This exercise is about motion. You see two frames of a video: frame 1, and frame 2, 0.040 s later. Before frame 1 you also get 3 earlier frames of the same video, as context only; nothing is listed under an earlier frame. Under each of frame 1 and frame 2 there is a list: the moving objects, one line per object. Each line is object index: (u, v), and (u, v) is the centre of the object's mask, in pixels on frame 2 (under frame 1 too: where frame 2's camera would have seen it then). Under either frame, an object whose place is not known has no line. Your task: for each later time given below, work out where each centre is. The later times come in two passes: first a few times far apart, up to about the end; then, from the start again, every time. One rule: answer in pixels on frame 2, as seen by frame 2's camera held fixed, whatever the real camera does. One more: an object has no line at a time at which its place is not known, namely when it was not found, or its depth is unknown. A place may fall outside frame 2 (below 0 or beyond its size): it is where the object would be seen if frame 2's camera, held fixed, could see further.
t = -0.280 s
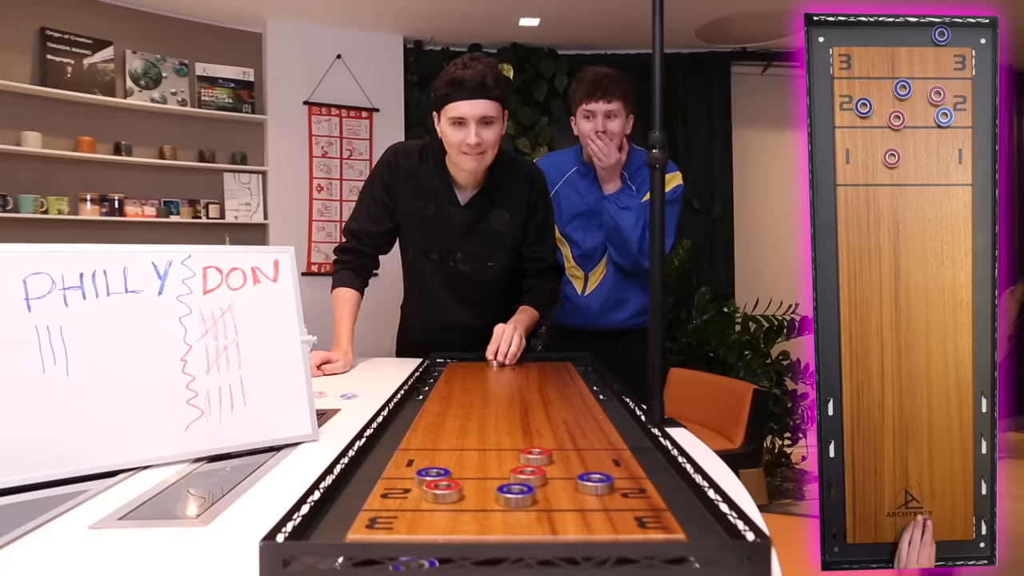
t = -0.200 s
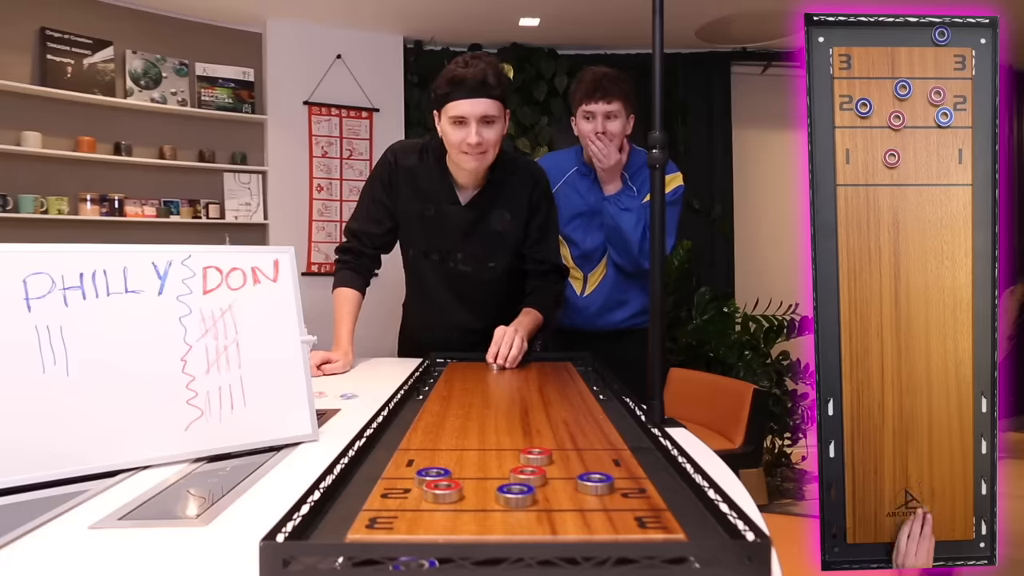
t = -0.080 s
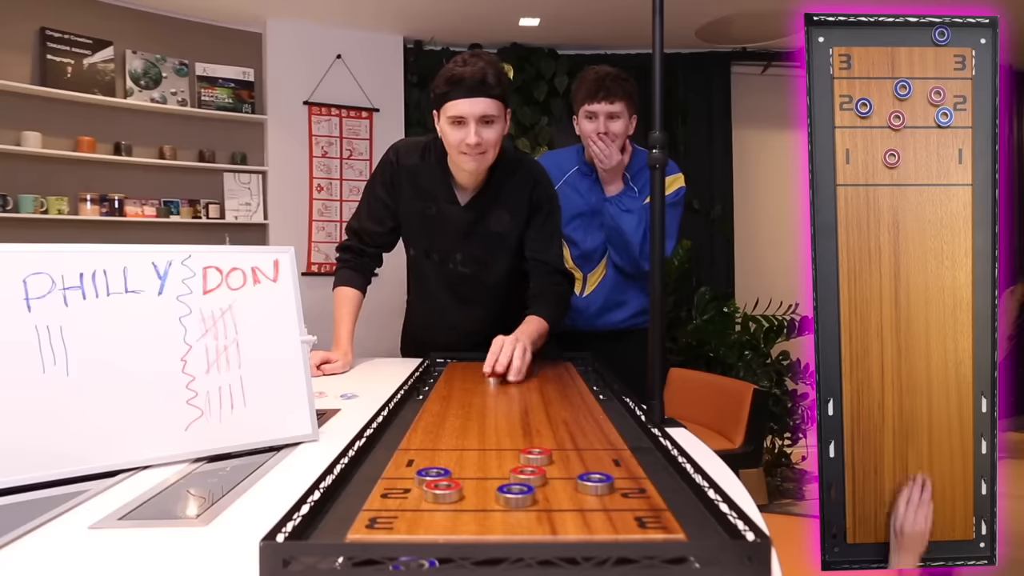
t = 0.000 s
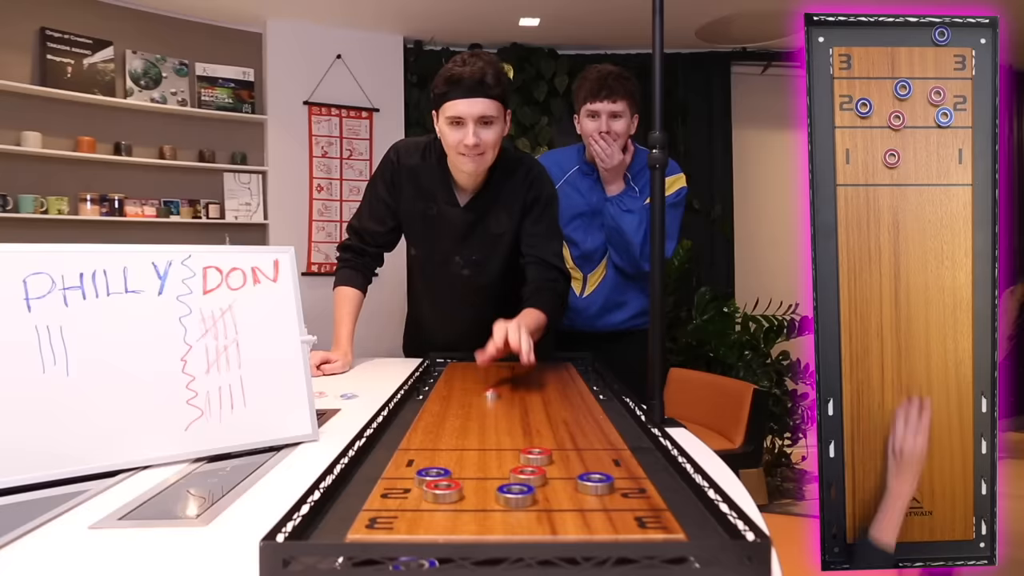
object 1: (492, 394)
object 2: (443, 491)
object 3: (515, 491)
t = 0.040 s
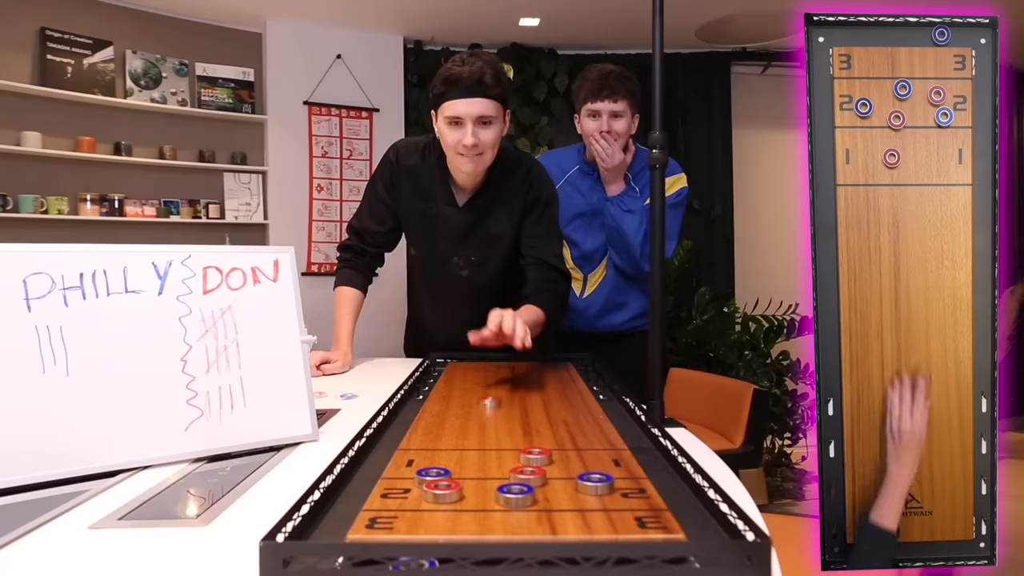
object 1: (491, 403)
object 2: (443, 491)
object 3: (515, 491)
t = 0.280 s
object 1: (487, 468)
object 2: (443, 491)
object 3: (515, 491)
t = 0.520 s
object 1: (478, 514)
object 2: (412, 494)
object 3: (591, 519)
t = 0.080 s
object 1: (488, 412)
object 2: (443, 491)
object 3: (515, 491)
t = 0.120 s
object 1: (487, 421)
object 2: (443, 491)
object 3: (515, 491)
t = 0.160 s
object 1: (487, 431)
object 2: (443, 491)
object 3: (515, 491)
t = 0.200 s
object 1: (486, 443)
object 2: (443, 491)
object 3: (515, 491)
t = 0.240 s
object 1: (487, 456)
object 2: (443, 491)
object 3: (515, 491)
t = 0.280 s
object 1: (487, 468)
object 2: (443, 491)
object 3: (515, 491)
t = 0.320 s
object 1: (485, 481)
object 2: (443, 490)
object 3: (515, 491)
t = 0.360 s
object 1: (482, 491)
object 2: (439, 491)
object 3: (528, 496)
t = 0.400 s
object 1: (480, 498)
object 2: (427, 492)
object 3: (544, 502)
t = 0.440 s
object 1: (479, 504)
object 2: (419, 493)
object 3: (561, 509)
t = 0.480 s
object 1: (479, 509)
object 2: (414, 494)
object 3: (577, 515)
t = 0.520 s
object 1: (478, 514)
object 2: (412, 494)
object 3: (591, 519)
